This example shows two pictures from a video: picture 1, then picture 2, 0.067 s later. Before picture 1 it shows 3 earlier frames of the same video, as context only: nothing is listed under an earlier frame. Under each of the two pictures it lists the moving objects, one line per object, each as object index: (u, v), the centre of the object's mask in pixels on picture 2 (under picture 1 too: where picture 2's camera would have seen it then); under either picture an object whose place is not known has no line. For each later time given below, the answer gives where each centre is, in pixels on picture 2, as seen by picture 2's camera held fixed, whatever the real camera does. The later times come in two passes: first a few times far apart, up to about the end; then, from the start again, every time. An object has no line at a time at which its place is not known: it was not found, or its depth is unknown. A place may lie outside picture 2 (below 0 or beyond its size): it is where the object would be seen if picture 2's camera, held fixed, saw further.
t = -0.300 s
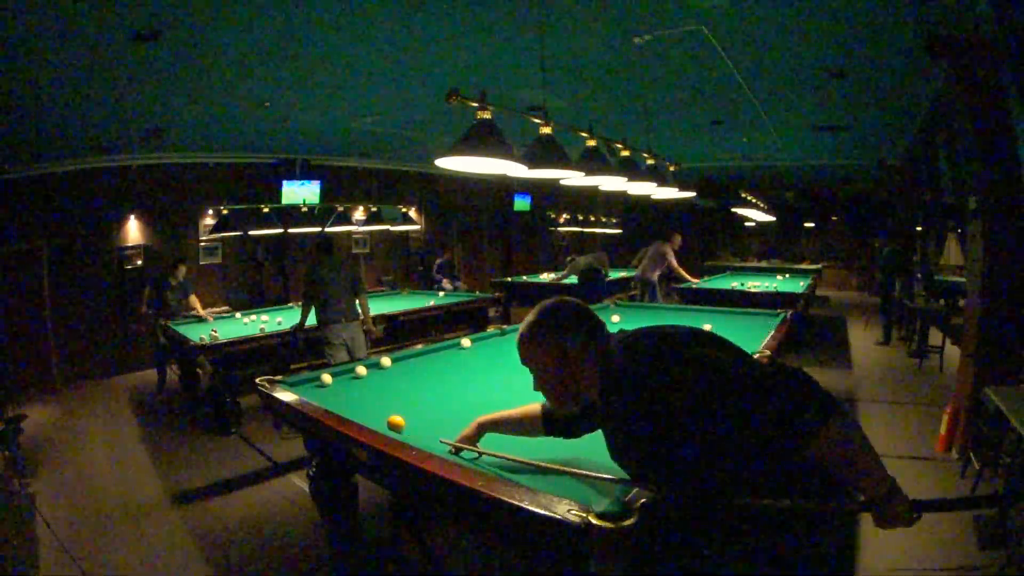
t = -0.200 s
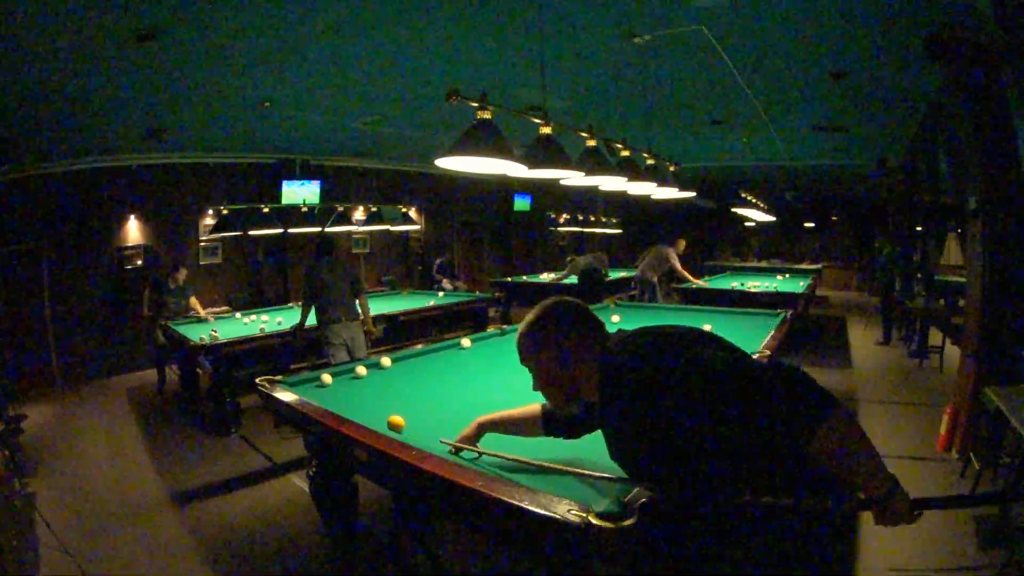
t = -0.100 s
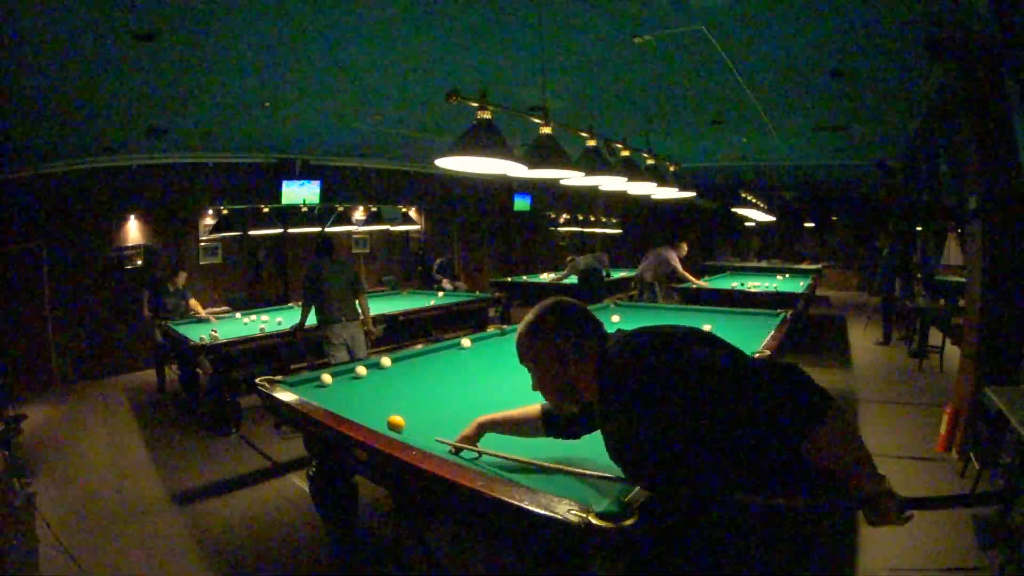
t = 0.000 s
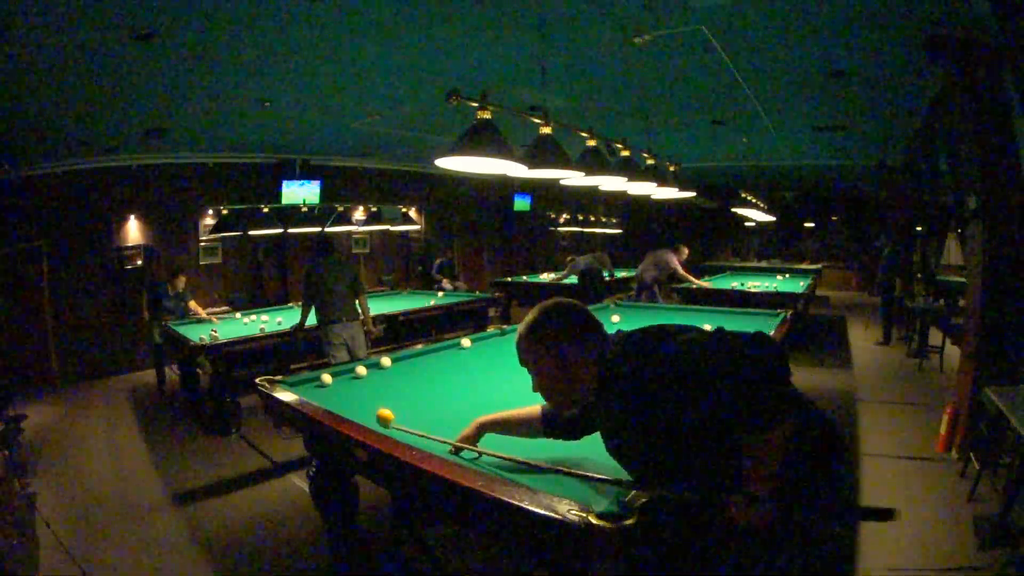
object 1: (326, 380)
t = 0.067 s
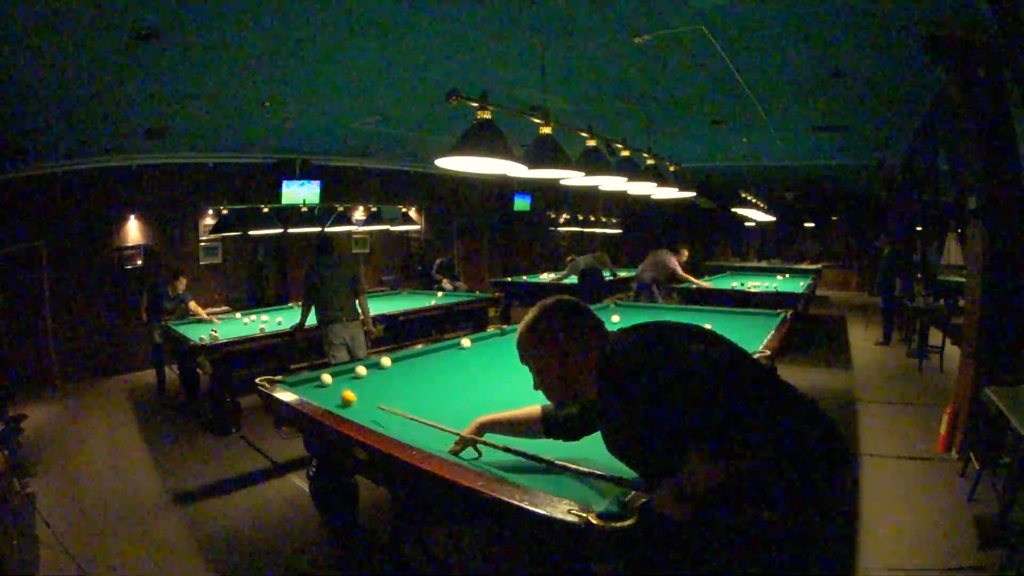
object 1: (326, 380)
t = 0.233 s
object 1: (357, 377)
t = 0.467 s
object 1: (426, 382)
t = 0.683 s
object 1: (492, 387)
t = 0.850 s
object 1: (544, 389)
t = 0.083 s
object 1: (326, 380)
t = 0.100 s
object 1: (326, 379)
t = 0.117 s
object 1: (325, 379)
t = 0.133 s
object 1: (328, 379)
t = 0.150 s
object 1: (329, 377)
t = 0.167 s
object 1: (333, 375)
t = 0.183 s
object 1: (339, 375)
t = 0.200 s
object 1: (346, 375)
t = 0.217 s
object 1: (352, 375)
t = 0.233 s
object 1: (357, 377)
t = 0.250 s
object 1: (363, 376)
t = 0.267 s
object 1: (368, 377)
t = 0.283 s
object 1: (373, 377)
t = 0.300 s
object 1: (378, 377)
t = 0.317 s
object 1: (383, 378)
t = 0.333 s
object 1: (388, 378)
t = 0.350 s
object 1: (393, 379)
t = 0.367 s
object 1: (398, 379)
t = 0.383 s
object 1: (402, 380)
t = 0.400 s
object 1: (408, 380)
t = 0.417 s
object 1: (412, 380)
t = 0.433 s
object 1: (417, 381)
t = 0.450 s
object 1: (421, 382)
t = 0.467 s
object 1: (426, 382)
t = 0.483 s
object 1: (430, 382)
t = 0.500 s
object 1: (435, 383)
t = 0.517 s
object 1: (440, 383)
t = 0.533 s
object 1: (445, 383)
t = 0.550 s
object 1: (450, 384)
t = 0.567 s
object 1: (455, 384)
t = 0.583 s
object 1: (460, 385)
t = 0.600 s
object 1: (465, 385)
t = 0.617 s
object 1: (470, 385)
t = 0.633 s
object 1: (475, 385)
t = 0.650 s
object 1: (480, 386)
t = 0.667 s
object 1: (485, 386)
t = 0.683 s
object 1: (492, 387)
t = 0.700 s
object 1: (496, 387)
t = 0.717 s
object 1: (501, 387)
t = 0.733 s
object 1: (506, 387)
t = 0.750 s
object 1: (512, 388)
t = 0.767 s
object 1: (517, 388)
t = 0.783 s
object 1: (523, 388)
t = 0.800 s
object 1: (528, 389)
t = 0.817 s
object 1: (534, 389)
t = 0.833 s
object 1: (539, 389)
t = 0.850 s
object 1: (544, 389)
